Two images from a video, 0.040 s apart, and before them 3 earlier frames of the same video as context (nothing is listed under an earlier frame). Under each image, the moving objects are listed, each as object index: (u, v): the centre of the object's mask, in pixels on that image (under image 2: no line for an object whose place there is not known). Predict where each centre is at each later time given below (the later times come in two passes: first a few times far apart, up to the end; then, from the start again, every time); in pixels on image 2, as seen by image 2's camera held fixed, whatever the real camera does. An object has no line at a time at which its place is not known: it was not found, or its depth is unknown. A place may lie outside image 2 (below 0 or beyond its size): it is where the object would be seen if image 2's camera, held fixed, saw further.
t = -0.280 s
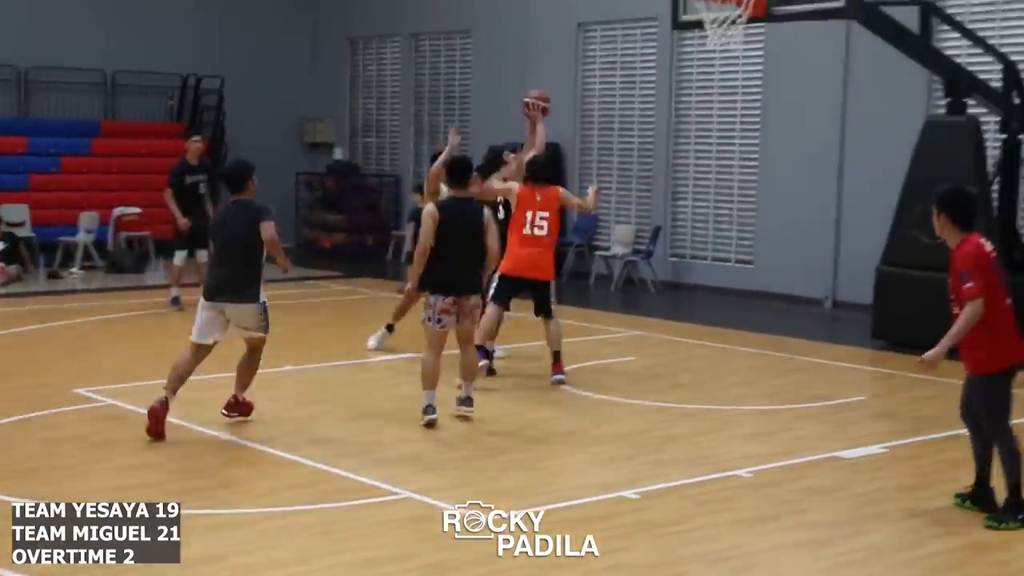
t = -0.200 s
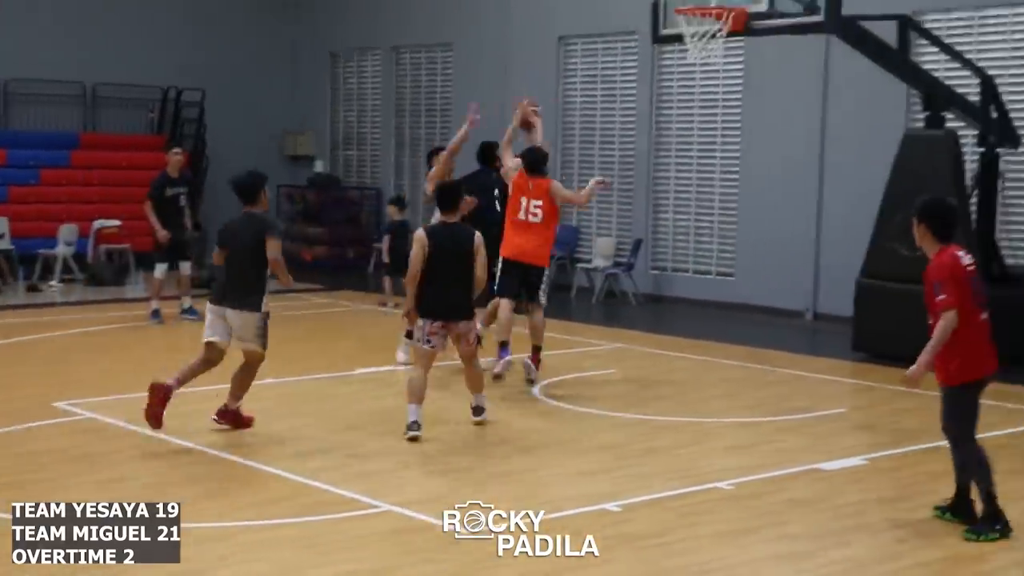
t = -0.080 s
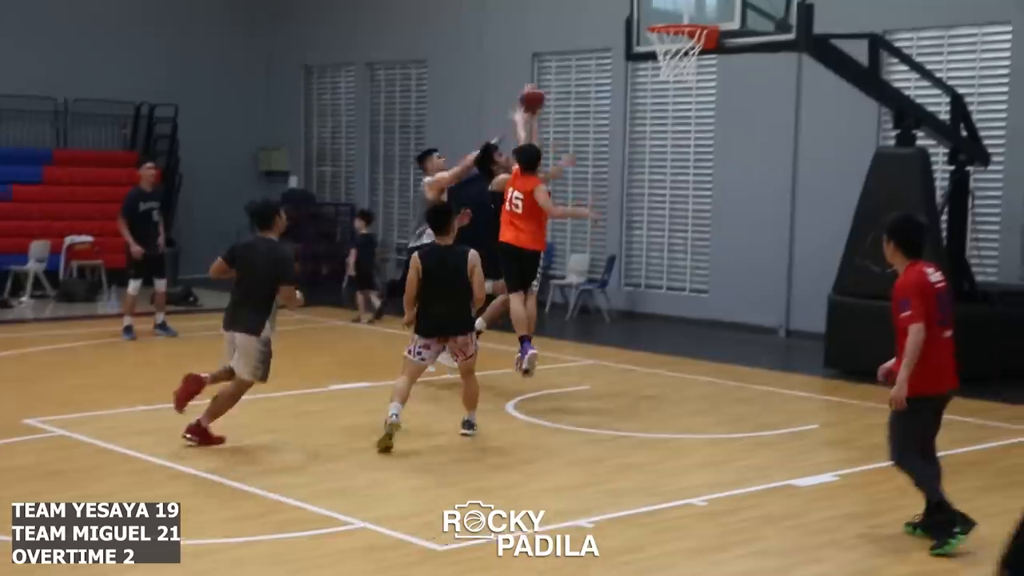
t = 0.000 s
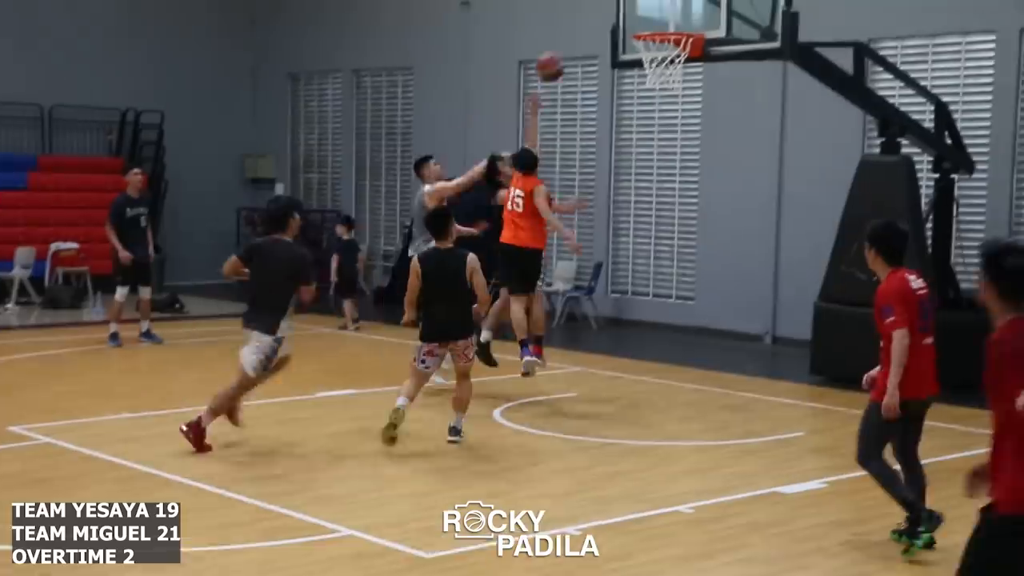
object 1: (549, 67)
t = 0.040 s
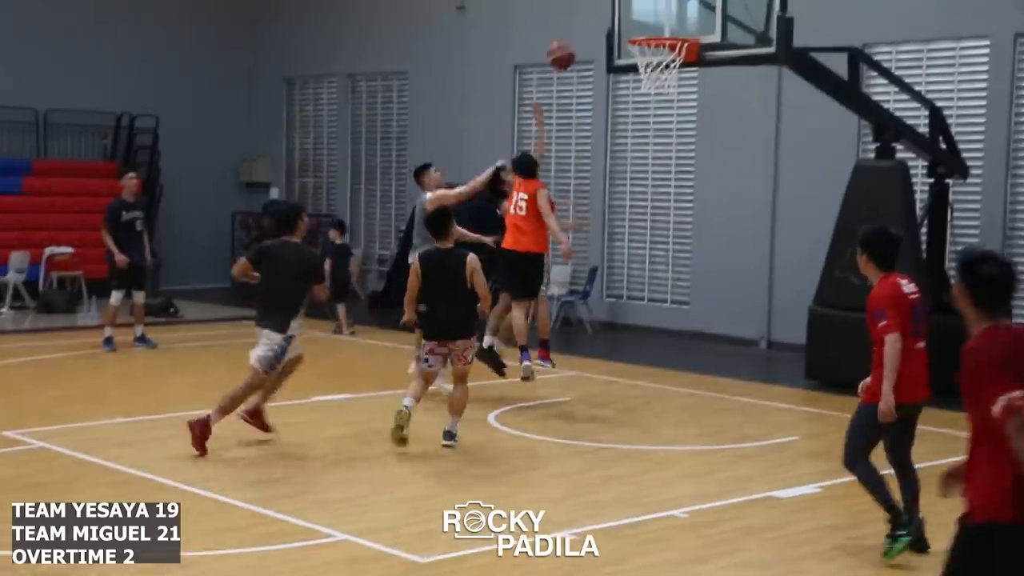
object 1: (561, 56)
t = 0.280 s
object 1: (639, -3)
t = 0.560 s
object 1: (648, 16)
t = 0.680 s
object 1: (650, 13)
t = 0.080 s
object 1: (578, 43)
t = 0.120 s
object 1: (594, 29)
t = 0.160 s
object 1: (609, 18)
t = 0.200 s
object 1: (625, 9)
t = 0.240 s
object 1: (638, 2)
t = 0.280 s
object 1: (639, -3)
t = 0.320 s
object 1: (640, -6)
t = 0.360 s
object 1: (642, -9)
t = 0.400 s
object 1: (644, -9)
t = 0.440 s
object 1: (644, -5)
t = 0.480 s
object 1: (646, -1)
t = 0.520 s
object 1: (646, 6)
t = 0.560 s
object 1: (648, 16)
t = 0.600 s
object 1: (650, 23)
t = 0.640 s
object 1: (649, 17)
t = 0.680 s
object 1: (650, 13)
